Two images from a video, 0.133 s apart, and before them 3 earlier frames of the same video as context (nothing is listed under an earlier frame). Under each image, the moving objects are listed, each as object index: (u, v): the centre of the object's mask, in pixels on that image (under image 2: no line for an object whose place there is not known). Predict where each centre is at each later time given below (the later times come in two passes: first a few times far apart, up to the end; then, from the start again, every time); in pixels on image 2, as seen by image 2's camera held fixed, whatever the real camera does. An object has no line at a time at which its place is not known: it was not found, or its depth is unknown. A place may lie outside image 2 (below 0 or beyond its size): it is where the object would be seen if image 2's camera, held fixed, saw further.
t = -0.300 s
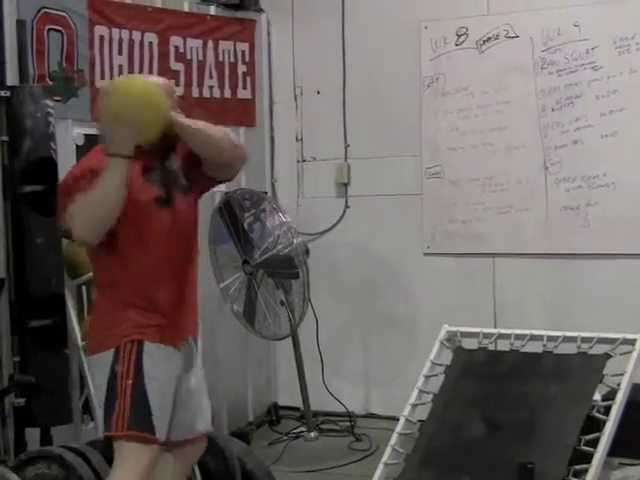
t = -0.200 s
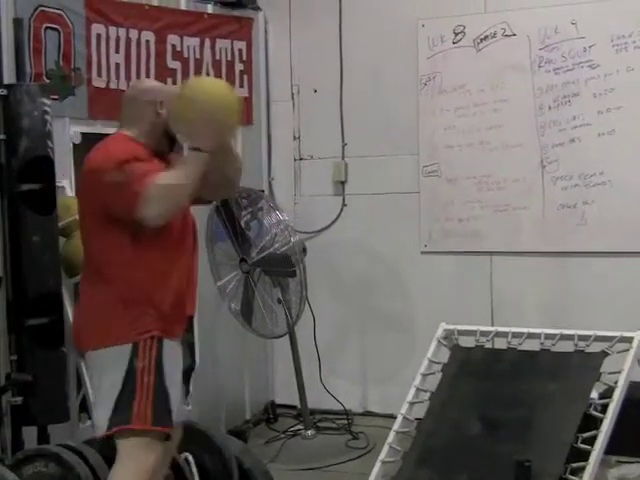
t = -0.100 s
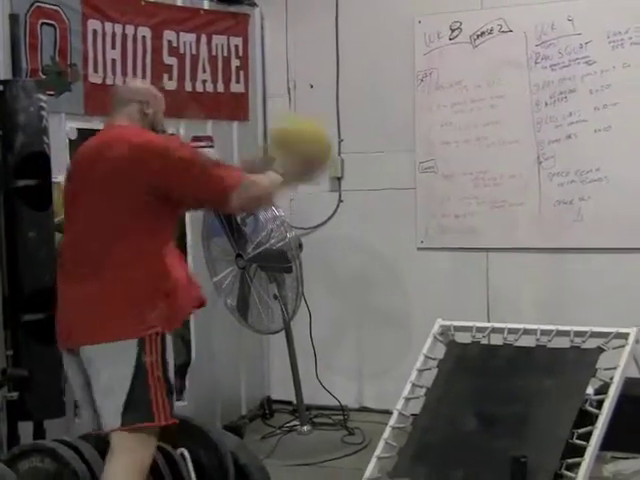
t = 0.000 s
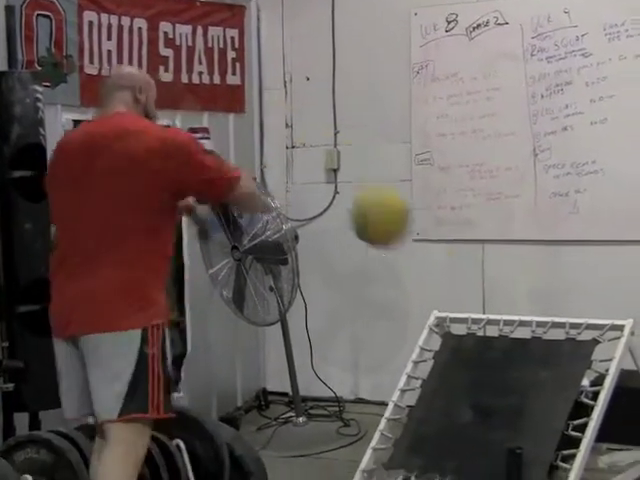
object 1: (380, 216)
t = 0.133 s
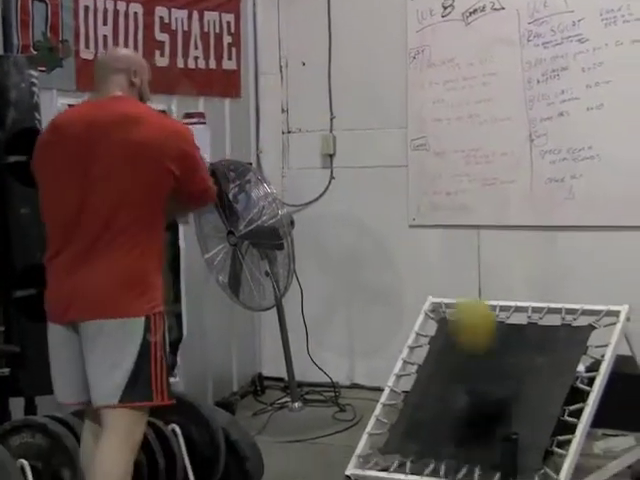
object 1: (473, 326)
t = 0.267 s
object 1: (481, 351)
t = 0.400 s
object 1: (396, 257)
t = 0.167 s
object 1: (492, 356)
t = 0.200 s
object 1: (508, 386)
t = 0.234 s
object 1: (499, 376)
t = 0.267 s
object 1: (481, 351)
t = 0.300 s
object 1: (461, 325)
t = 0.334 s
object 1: (437, 299)
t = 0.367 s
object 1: (417, 278)
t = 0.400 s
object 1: (396, 257)
